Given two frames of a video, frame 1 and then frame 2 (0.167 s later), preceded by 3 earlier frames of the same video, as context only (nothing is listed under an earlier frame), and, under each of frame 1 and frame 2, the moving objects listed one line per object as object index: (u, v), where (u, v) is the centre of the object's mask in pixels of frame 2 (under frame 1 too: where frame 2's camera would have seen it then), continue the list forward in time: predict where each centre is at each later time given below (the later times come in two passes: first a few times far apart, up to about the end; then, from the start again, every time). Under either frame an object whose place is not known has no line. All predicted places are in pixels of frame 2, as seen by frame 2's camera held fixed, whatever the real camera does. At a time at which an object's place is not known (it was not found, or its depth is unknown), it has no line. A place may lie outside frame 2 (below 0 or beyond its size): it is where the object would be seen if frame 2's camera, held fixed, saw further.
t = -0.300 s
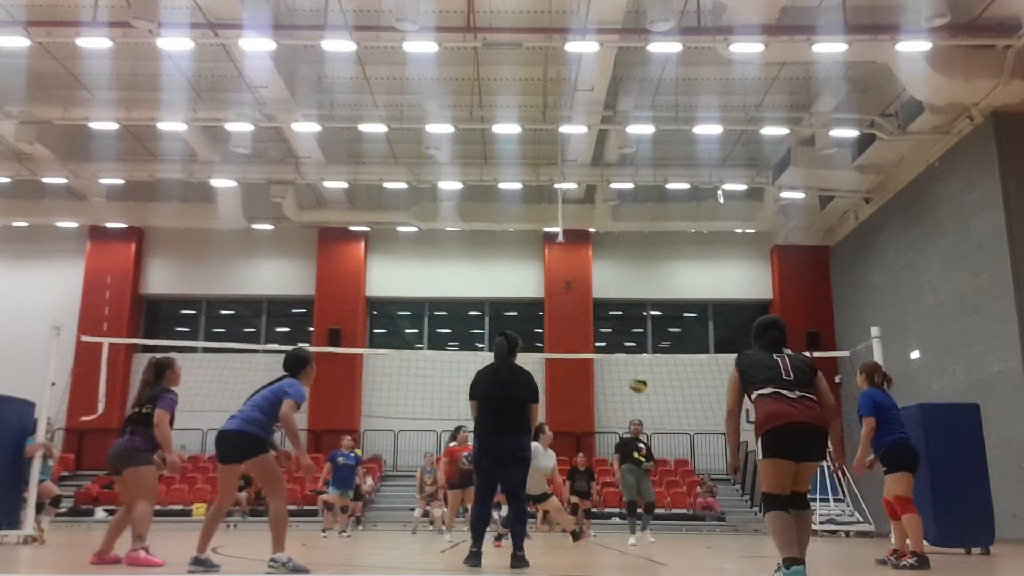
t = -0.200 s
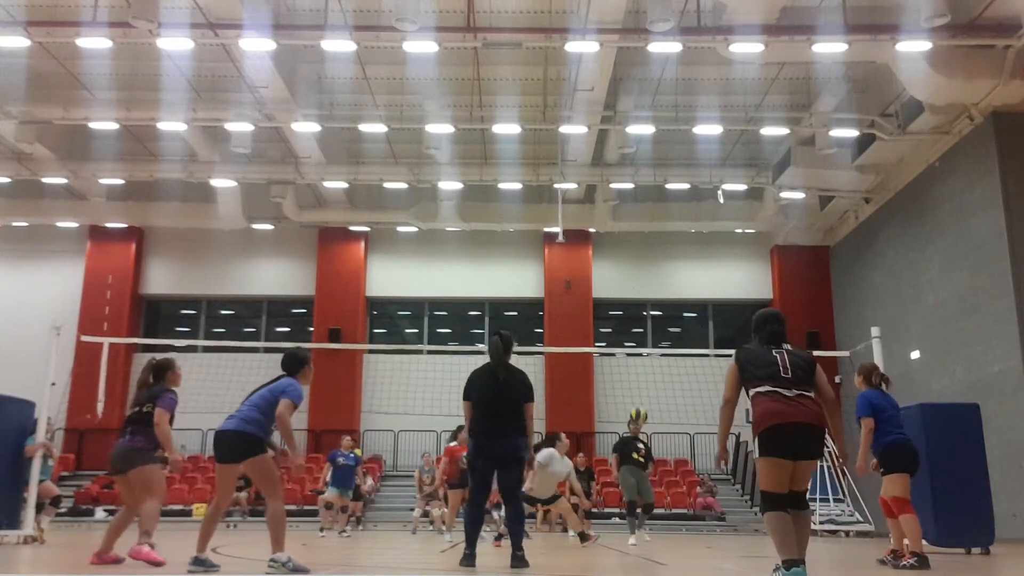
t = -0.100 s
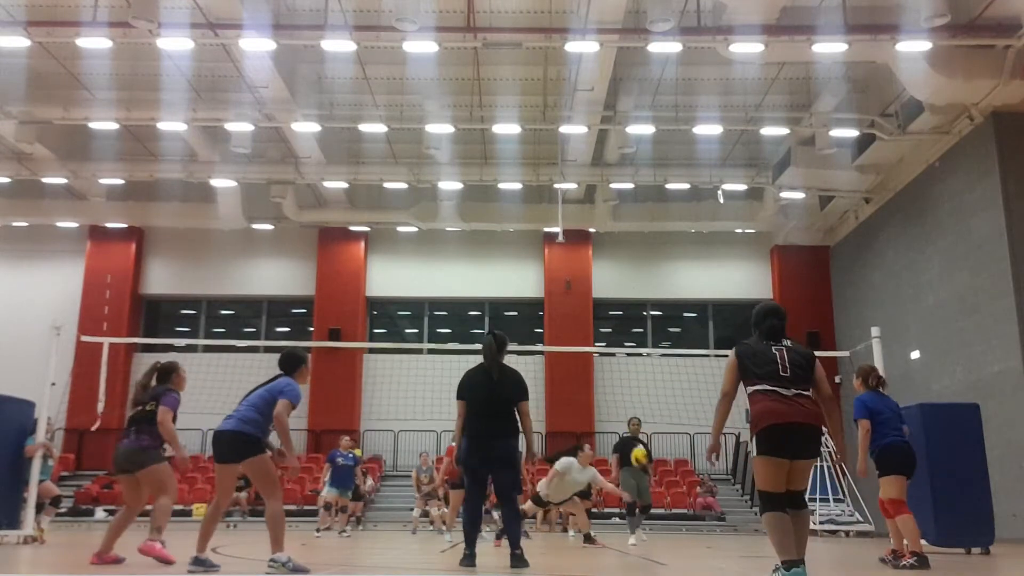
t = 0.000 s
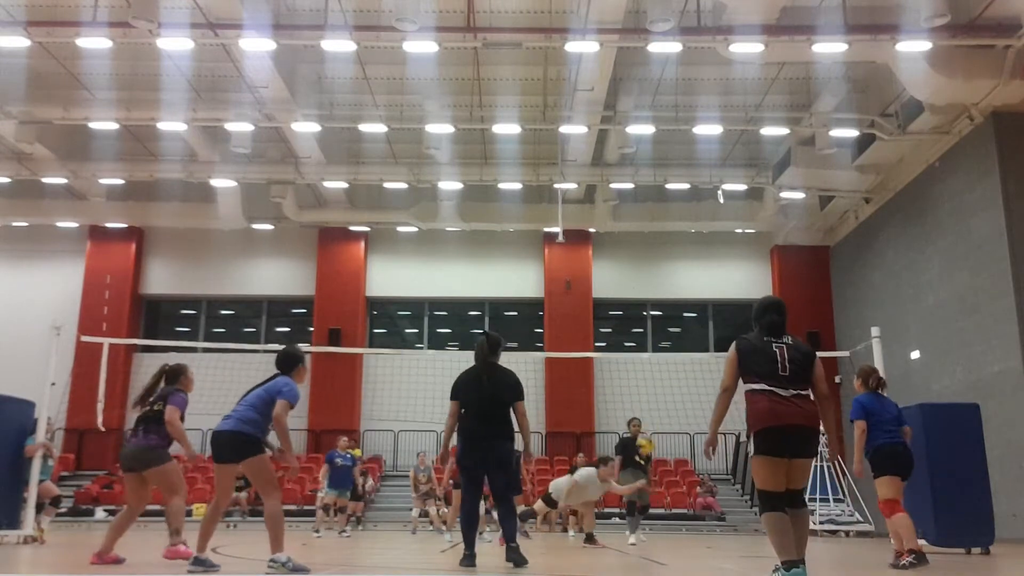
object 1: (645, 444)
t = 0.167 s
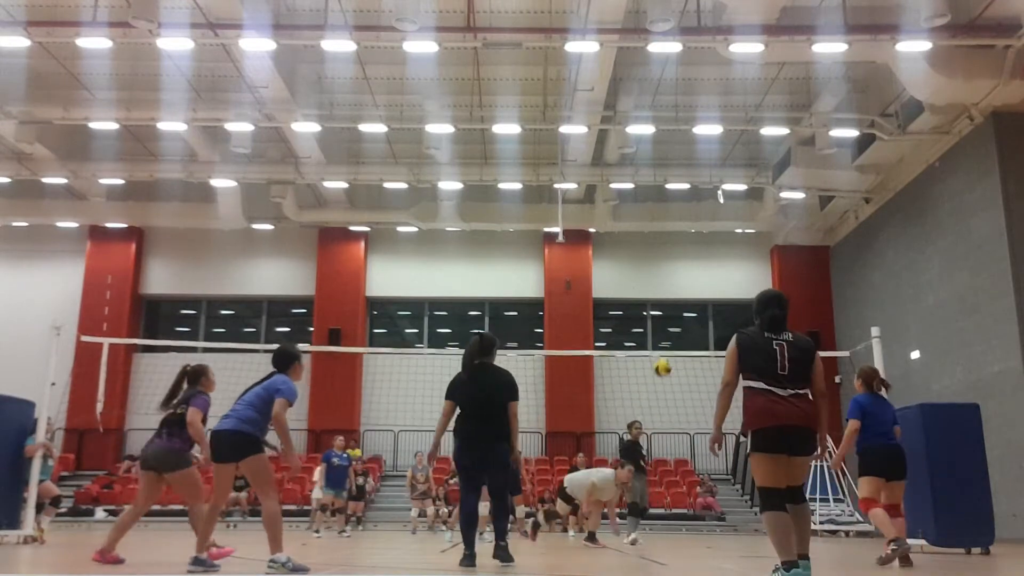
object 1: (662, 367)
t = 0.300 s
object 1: (675, 322)
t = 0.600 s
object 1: (707, 274)
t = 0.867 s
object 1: (741, 294)
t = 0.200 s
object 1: (665, 354)
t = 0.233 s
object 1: (668, 343)
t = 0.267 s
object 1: (672, 332)
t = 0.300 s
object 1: (675, 322)
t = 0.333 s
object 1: (678, 313)
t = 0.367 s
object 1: (682, 305)
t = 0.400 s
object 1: (686, 298)
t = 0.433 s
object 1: (689, 292)
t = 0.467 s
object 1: (693, 286)
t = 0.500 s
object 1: (696, 282)
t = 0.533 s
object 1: (699, 277)
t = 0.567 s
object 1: (703, 275)
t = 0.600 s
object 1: (707, 274)
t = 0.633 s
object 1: (711, 272)
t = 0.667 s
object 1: (715, 272)
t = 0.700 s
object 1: (719, 273)
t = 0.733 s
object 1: (723, 275)
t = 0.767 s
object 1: (727, 279)
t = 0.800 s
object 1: (732, 283)
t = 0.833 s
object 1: (736, 288)
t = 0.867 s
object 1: (741, 294)
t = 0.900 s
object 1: (746, 302)
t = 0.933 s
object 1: (748, 310)
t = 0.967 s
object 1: (749, 319)
